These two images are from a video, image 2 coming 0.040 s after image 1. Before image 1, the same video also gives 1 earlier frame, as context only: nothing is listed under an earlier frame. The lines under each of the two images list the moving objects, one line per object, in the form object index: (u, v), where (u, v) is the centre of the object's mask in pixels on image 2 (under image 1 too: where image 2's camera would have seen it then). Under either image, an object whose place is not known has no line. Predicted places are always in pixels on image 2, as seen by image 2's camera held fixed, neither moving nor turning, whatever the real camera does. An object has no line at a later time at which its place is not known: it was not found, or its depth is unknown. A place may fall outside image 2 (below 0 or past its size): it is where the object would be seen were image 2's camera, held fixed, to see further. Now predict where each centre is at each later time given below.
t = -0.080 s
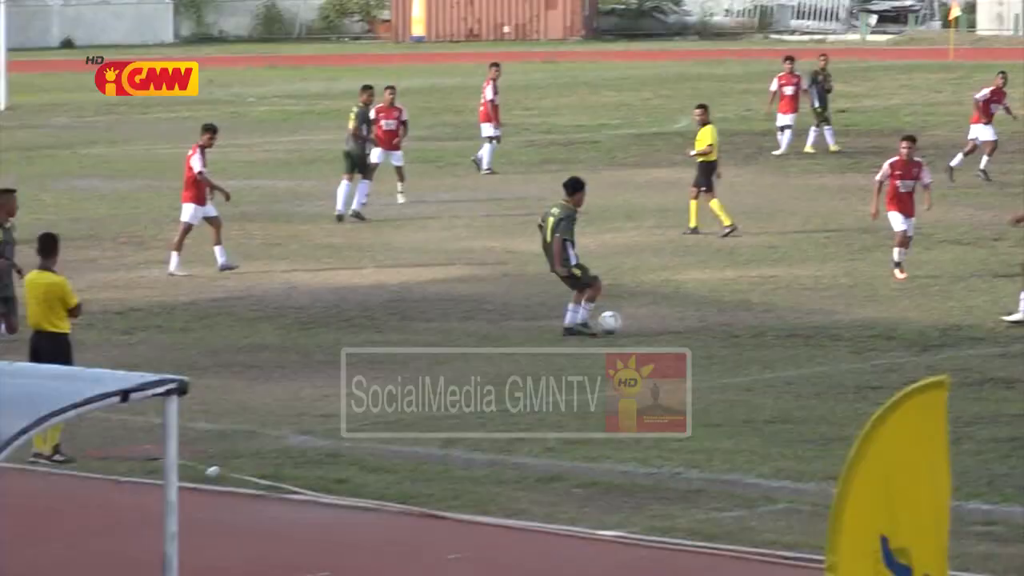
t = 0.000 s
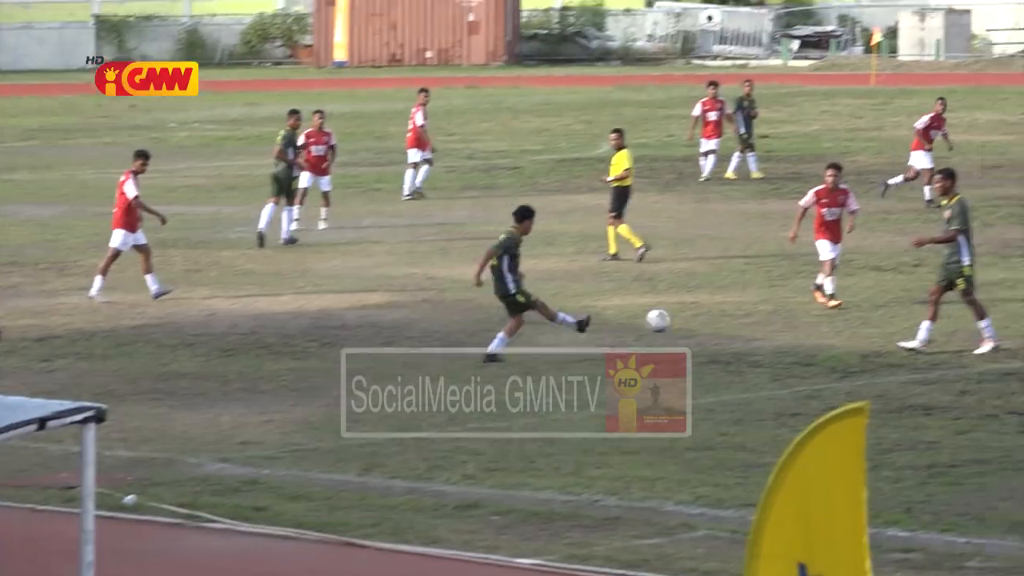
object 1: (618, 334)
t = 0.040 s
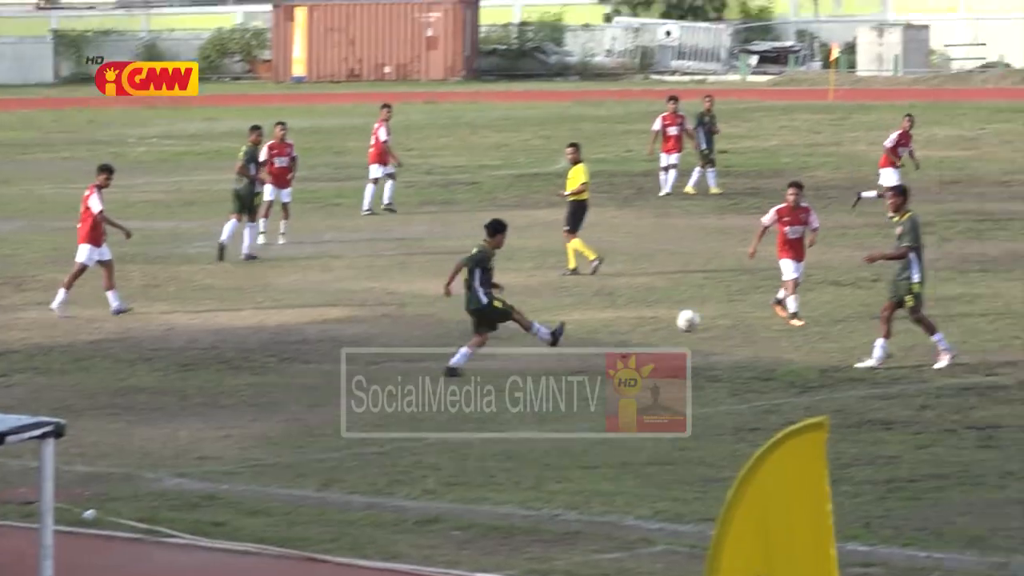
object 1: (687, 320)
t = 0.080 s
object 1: (755, 309)
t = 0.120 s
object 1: (820, 298)
